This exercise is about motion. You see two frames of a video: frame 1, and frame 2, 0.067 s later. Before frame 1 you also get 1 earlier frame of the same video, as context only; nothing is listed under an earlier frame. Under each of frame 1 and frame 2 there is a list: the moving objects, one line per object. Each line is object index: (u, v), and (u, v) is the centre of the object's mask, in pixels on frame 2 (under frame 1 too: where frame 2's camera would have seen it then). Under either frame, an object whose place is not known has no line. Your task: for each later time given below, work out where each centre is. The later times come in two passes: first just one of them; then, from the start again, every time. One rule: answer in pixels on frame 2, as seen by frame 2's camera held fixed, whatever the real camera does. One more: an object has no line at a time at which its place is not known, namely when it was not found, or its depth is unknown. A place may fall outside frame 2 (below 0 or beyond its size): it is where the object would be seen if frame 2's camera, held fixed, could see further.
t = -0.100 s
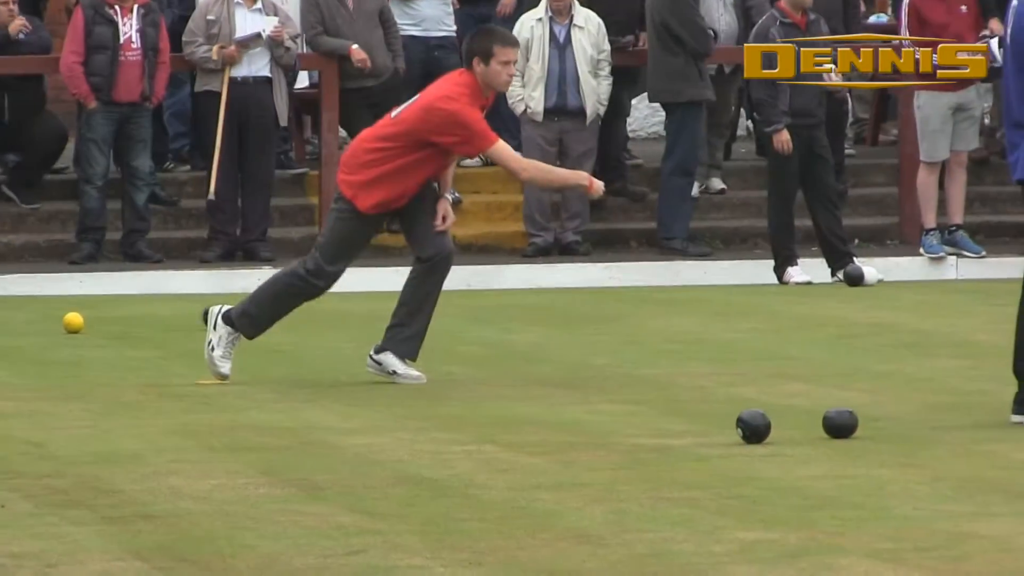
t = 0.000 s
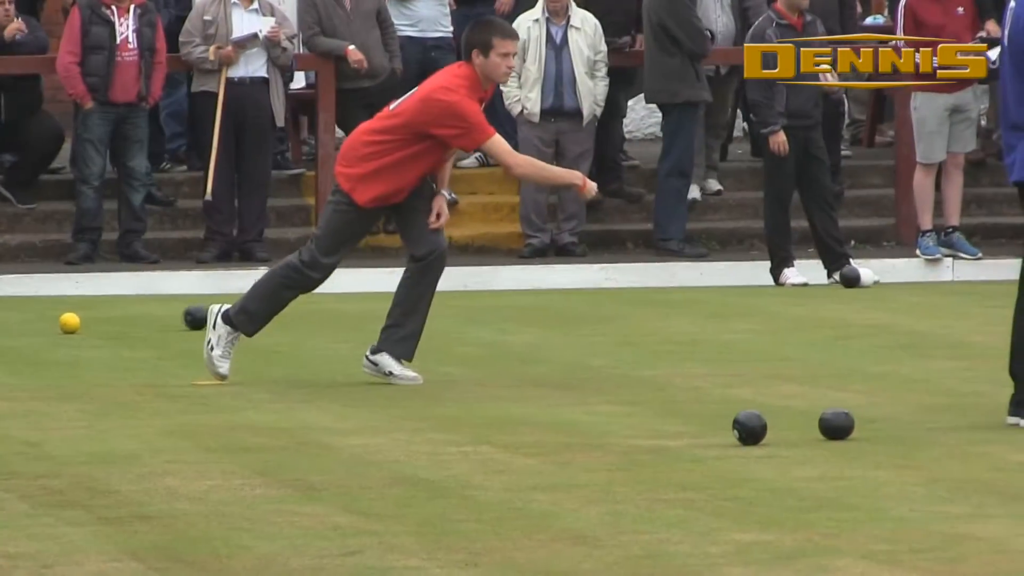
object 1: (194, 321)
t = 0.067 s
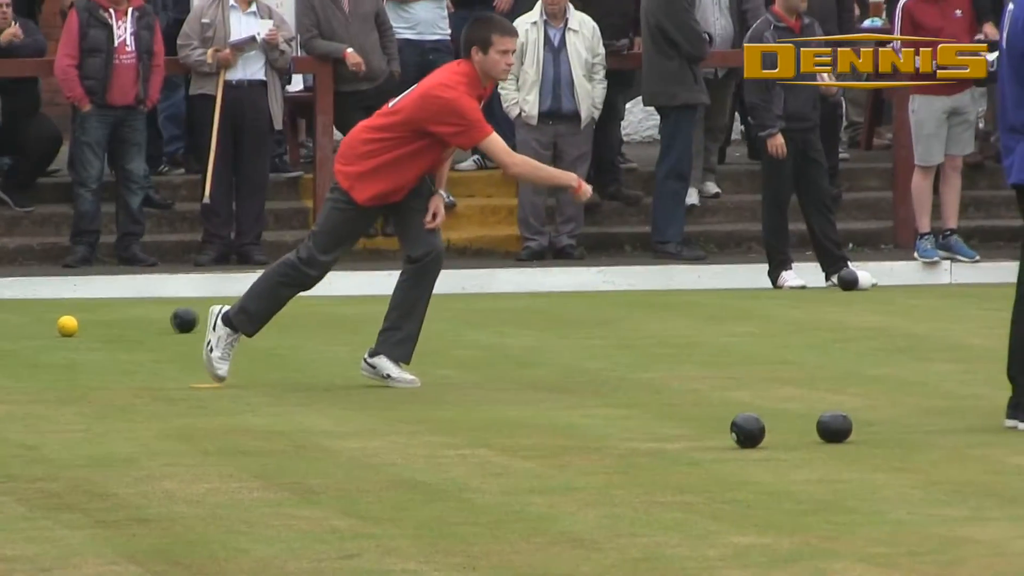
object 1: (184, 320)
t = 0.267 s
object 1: (156, 321)
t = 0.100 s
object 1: (180, 320)
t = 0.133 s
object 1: (174, 320)
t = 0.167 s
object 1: (170, 320)
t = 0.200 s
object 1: (165, 320)
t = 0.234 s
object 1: (160, 321)
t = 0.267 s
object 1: (156, 321)
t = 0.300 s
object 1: (151, 321)
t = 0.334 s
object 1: (146, 321)
